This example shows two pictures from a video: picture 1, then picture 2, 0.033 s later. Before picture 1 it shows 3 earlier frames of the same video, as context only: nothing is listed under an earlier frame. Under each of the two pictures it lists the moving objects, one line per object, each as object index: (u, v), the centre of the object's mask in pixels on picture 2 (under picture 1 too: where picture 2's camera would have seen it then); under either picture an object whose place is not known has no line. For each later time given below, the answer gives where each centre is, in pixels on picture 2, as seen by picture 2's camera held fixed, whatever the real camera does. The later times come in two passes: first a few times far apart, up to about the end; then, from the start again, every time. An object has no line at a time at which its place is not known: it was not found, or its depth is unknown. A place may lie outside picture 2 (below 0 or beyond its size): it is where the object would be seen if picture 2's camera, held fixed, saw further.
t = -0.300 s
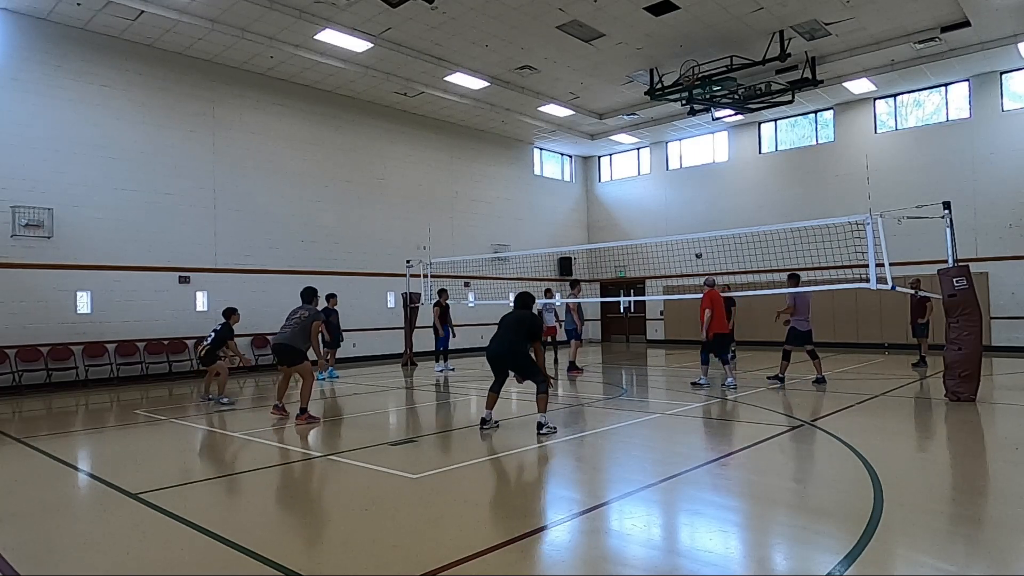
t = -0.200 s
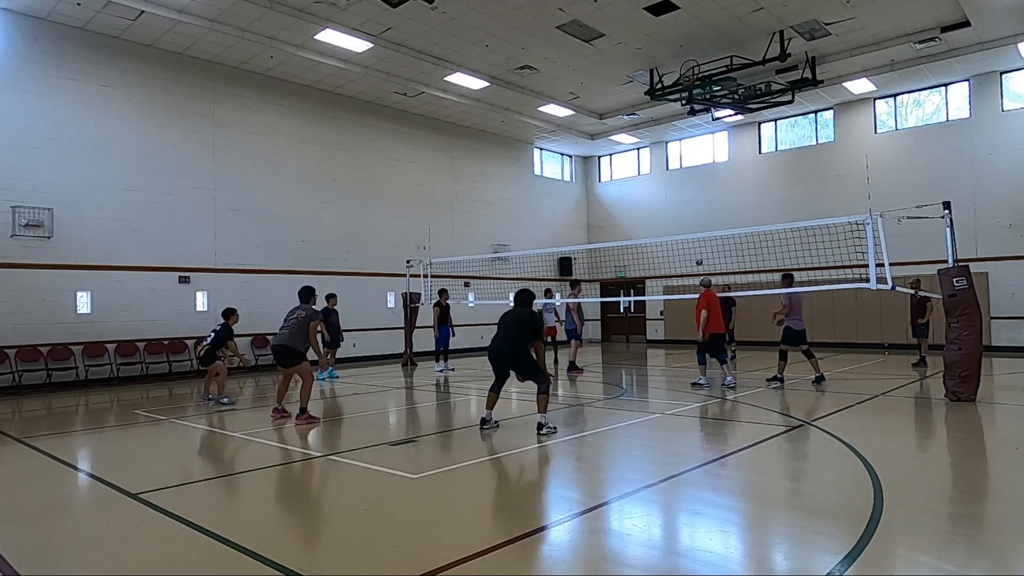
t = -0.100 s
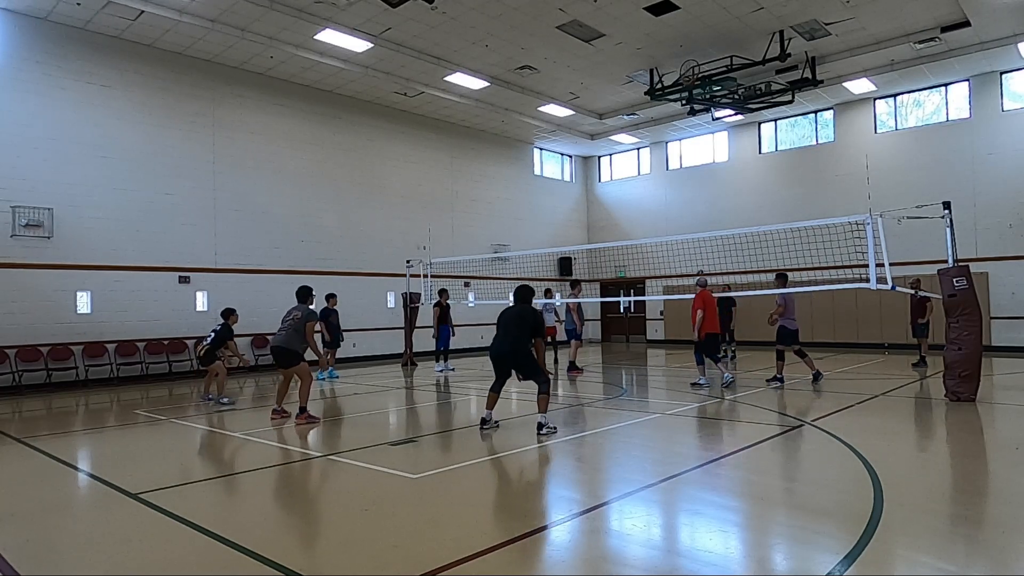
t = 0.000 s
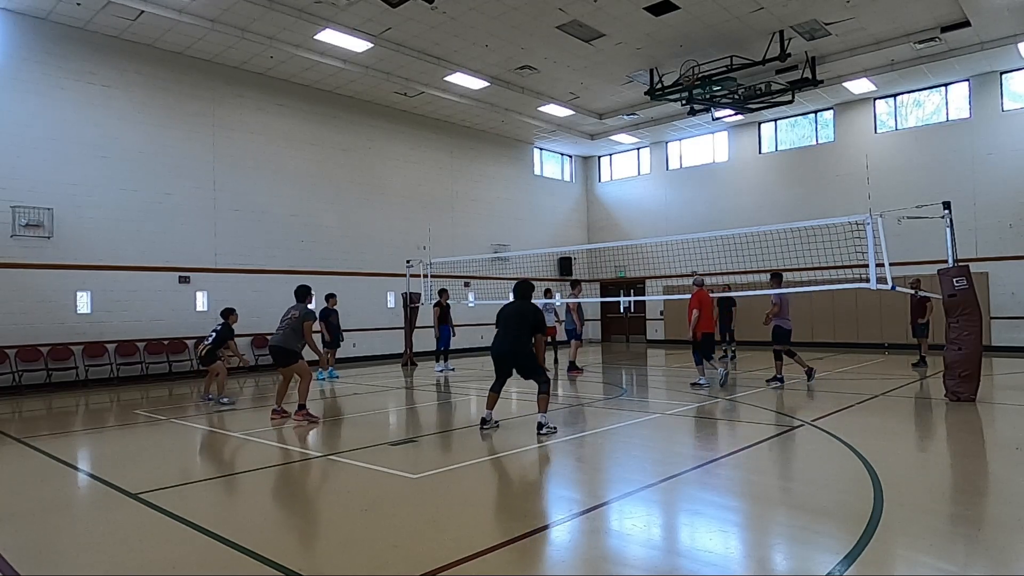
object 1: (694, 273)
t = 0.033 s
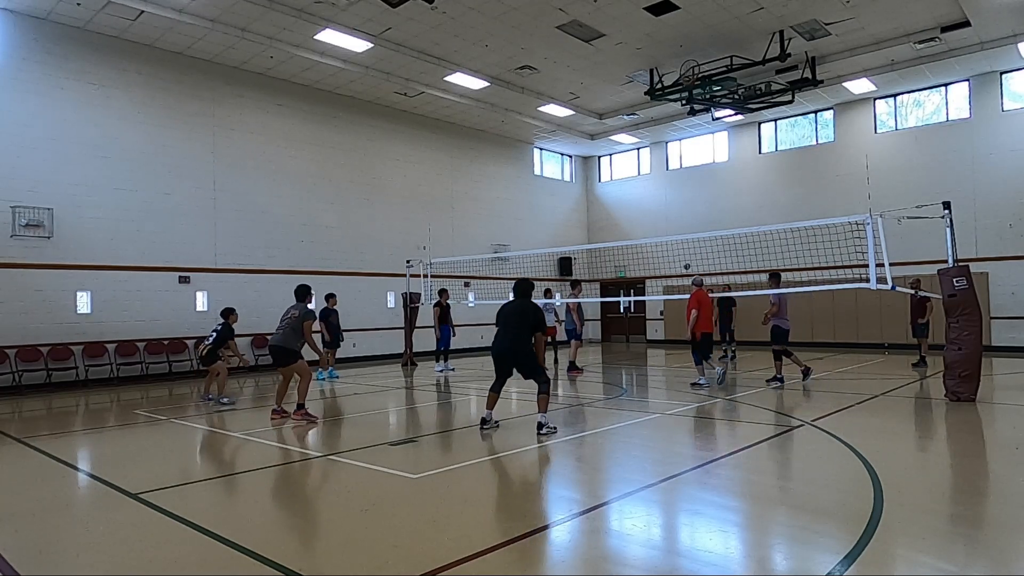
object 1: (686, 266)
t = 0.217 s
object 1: (645, 229)
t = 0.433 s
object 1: (585, 194)
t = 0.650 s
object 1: (511, 170)
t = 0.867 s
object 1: (415, 160)
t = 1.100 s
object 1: (270, 182)
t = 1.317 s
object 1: (82, 258)
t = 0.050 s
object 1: (683, 263)
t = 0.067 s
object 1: (680, 259)
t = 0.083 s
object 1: (676, 256)
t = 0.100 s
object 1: (672, 252)
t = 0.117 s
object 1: (669, 249)
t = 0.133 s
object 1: (665, 246)
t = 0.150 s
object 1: (661, 243)
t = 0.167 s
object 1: (657, 236)
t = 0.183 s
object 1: (653, 235)
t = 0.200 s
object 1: (649, 232)
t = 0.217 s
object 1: (645, 229)
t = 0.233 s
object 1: (640, 225)
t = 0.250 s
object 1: (636, 223)
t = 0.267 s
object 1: (632, 219)
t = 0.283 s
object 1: (627, 217)
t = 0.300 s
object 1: (622, 214)
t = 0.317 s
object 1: (618, 211)
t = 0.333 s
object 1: (613, 208)
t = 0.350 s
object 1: (609, 206)
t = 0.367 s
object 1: (604, 203)
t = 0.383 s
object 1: (599, 201)
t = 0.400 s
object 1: (594, 198)
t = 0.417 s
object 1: (590, 196)
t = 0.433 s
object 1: (585, 194)
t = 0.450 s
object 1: (580, 192)
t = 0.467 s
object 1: (575, 190)
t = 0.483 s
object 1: (569, 188)
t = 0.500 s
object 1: (564, 186)
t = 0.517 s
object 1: (558, 184)
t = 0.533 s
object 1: (553, 182)
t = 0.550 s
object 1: (547, 180)
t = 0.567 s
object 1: (542, 179)
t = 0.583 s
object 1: (536, 177)
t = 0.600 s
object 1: (530, 175)
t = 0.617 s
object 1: (524, 173)
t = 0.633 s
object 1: (518, 171)
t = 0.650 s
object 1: (511, 170)
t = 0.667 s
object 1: (505, 168)
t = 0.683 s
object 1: (499, 167)
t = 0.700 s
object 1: (492, 166)
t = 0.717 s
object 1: (485, 165)
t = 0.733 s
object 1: (478, 164)
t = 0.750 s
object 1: (471, 163)
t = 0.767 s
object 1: (463, 162)
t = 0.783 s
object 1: (456, 161)
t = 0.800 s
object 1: (448, 161)
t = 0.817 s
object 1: (440, 160)
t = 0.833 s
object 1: (432, 160)
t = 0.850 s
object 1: (423, 160)
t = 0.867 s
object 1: (415, 160)
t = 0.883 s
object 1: (406, 160)
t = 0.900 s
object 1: (397, 160)
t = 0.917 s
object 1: (388, 161)
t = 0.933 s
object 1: (378, 162)
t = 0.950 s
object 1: (368, 163)
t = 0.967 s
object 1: (359, 164)
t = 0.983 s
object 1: (349, 165)
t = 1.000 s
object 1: (338, 167)
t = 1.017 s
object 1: (327, 168)
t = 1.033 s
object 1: (317, 170)
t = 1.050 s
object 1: (305, 172)
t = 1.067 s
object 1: (294, 176)
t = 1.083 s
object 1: (282, 179)
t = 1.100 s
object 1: (270, 182)
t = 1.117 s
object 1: (258, 186)
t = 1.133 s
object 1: (245, 189)
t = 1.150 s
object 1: (232, 194)
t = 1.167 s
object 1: (220, 199)
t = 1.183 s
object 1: (206, 203)
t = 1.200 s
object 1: (192, 209)
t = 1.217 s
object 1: (177, 214)
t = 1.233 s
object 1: (162, 221)
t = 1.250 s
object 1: (147, 228)
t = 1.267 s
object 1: (131, 235)
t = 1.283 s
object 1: (115, 243)
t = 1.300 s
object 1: (99, 251)
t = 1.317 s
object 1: (82, 258)
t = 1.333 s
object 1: (64, 268)
